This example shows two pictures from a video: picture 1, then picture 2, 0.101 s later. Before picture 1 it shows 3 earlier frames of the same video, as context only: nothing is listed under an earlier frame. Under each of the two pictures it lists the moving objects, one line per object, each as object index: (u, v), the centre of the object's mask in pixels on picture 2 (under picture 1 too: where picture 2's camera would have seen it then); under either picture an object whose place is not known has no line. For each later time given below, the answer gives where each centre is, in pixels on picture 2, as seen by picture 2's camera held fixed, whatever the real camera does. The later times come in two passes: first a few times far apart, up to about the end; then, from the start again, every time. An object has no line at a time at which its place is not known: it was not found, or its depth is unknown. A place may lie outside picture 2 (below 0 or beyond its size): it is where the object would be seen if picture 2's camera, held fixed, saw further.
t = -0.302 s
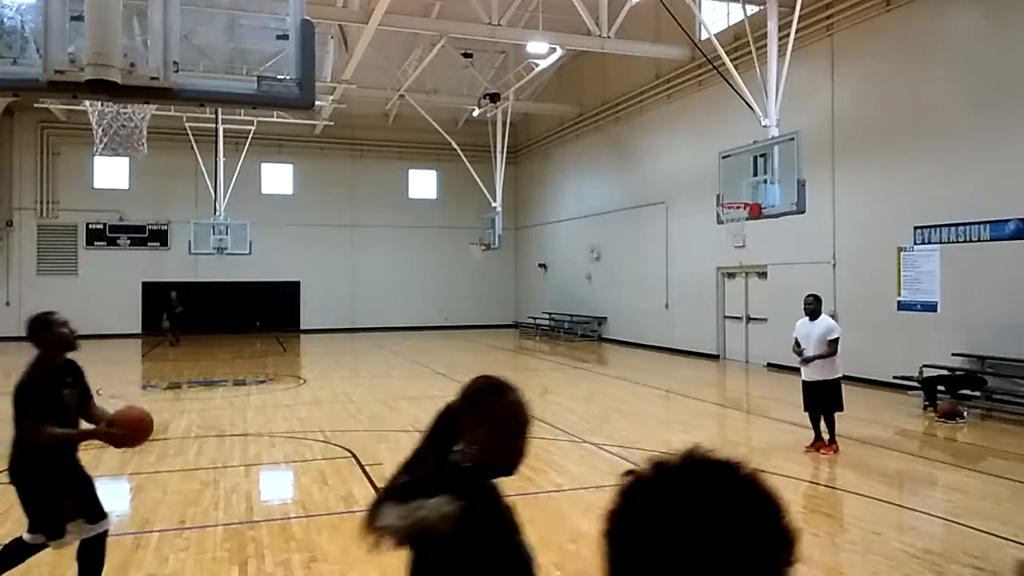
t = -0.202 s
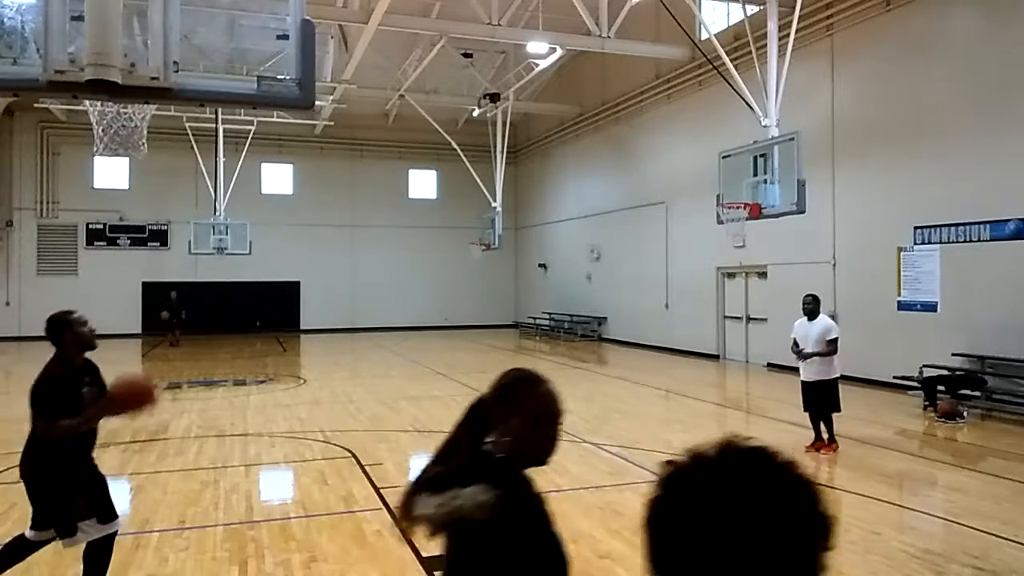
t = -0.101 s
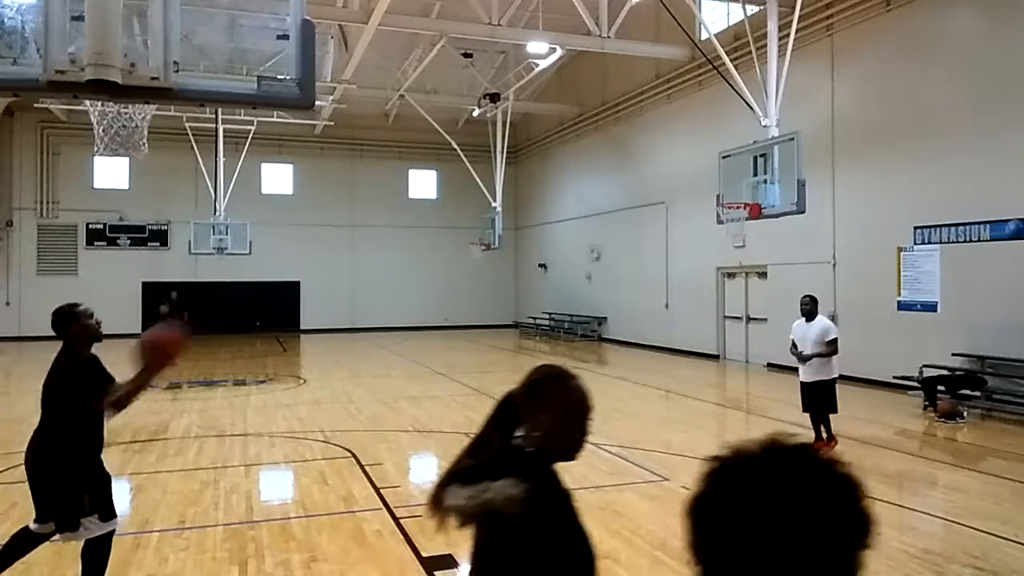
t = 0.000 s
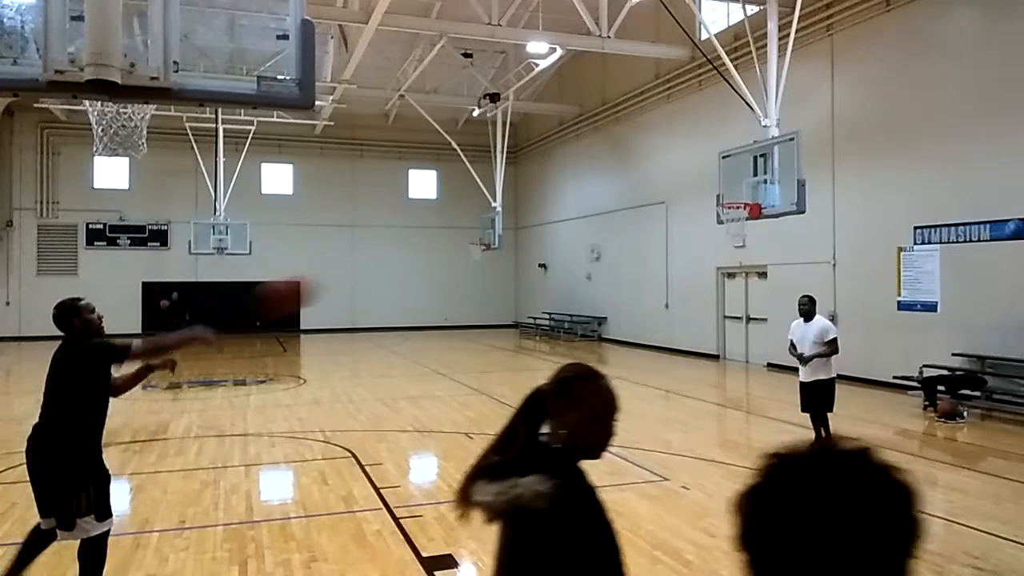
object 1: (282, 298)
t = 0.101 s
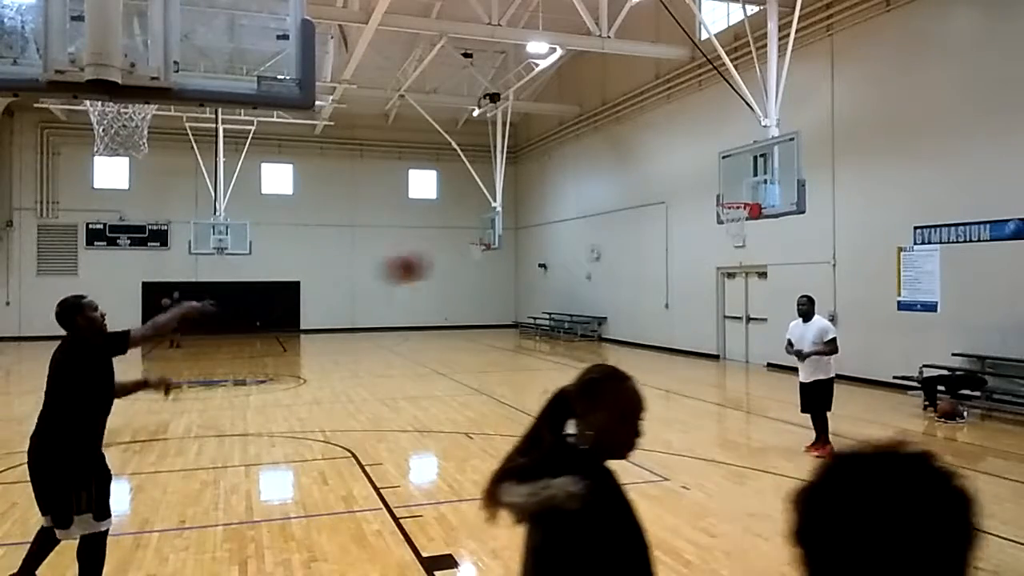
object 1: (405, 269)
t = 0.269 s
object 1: (560, 259)
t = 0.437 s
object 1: (676, 282)
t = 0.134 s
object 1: (442, 264)
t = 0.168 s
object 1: (473, 259)
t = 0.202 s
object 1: (502, 258)
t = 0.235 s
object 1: (533, 257)
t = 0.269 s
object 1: (560, 259)
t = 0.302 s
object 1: (585, 261)
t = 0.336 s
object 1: (610, 265)
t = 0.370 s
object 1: (633, 270)
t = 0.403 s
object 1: (654, 275)
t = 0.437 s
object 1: (676, 282)
